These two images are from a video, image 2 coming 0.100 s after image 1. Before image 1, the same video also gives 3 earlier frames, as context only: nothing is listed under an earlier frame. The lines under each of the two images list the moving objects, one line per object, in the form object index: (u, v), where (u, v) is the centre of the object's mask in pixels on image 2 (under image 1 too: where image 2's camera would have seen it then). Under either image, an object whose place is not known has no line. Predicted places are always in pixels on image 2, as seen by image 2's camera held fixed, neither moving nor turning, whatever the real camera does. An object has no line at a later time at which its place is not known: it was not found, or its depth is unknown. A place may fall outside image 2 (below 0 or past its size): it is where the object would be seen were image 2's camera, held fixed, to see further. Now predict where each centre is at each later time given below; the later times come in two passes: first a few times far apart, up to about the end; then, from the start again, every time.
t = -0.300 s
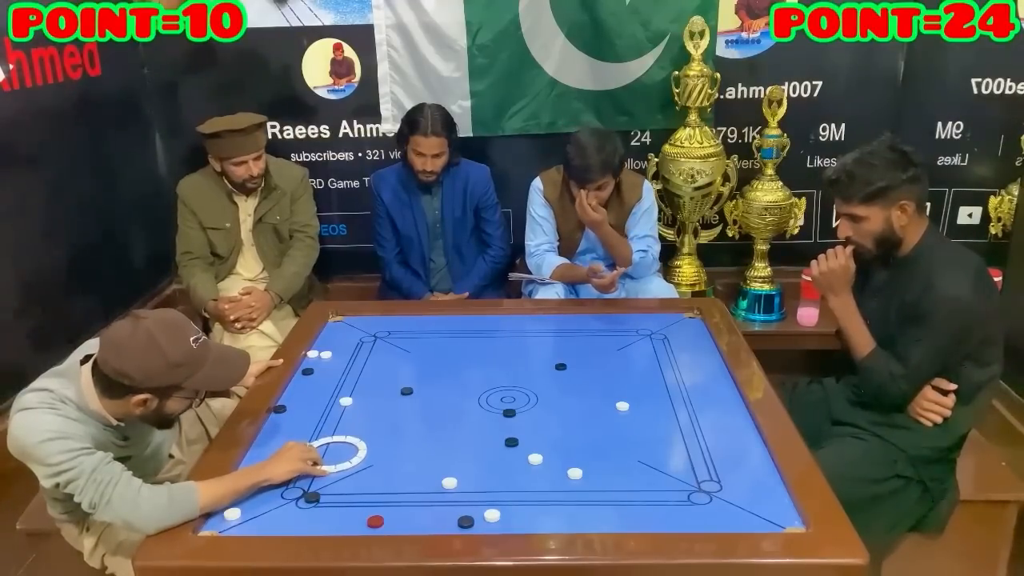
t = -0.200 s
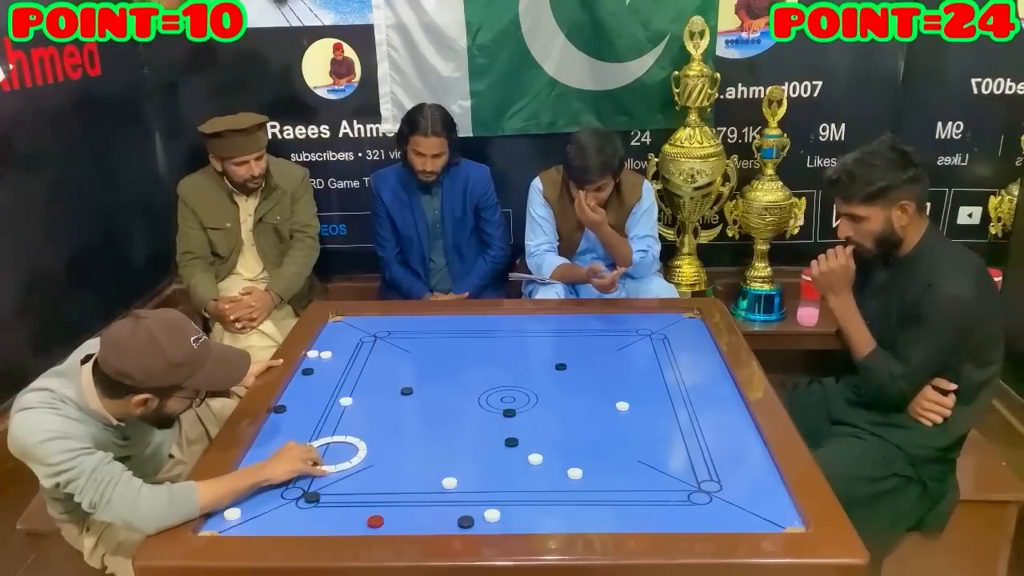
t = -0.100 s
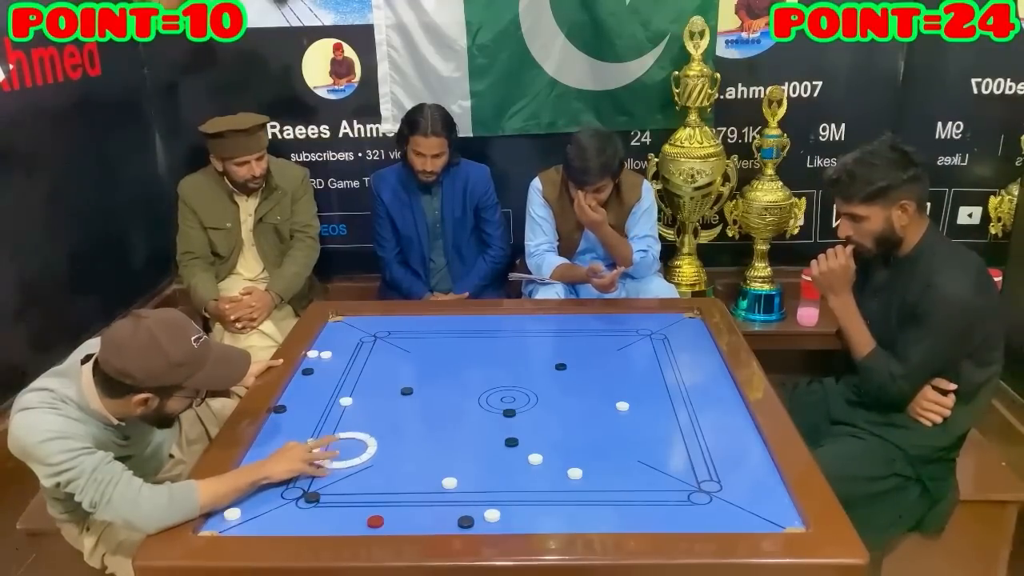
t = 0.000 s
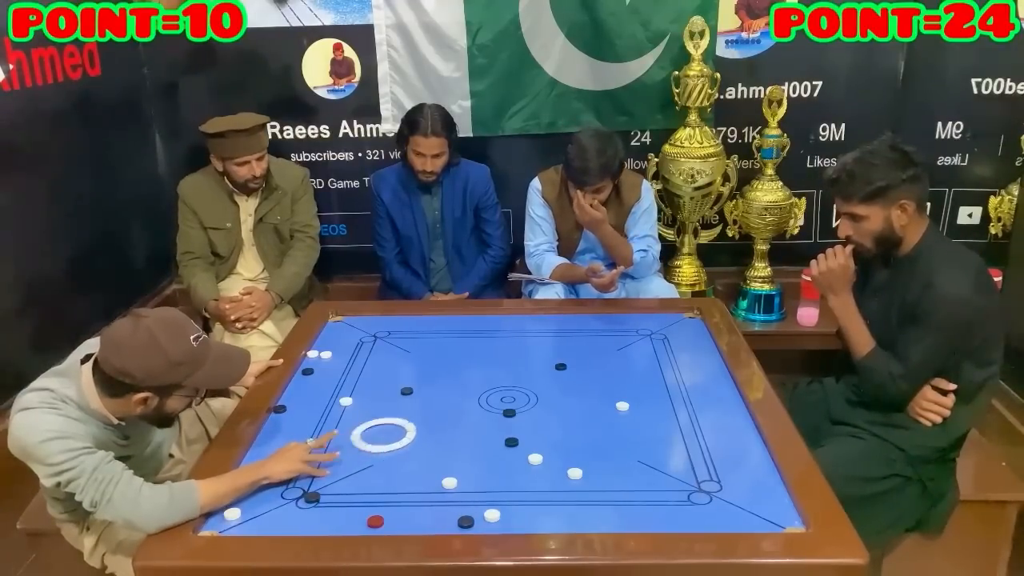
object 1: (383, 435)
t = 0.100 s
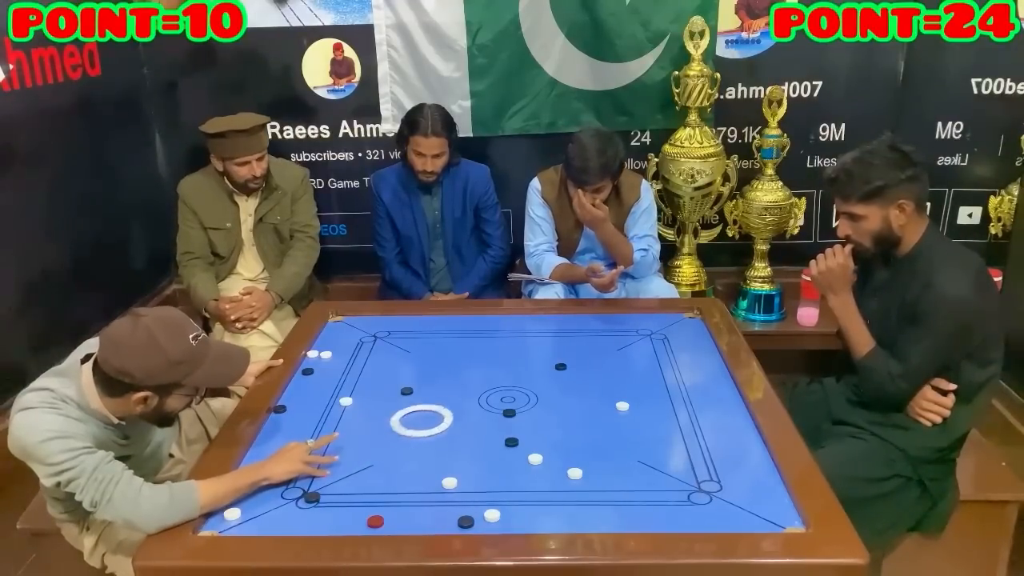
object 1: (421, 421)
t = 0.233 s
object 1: (468, 403)
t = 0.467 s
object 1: (540, 377)
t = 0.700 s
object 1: (592, 358)
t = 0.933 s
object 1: (638, 342)
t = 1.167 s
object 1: (679, 327)
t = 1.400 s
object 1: (647, 321)
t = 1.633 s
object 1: (623, 326)
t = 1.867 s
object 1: (600, 331)
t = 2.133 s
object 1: (575, 337)
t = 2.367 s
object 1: (553, 341)
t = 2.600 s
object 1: (532, 346)
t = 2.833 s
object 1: (513, 350)
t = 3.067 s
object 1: (494, 354)
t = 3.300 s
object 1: (478, 358)
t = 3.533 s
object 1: (462, 362)
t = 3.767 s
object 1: (448, 366)
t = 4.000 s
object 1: (436, 369)
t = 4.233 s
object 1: (425, 371)
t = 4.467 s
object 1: (415, 374)
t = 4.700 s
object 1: (406, 376)
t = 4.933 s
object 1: (399, 378)
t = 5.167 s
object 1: (394, 380)
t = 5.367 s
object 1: (391, 381)
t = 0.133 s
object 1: (433, 416)
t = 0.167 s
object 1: (445, 412)
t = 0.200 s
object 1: (457, 407)
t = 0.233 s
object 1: (468, 403)
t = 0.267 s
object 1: (479, 399)
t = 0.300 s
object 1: (490, 395)
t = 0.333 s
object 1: (500, 391)
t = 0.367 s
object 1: (511, 387)
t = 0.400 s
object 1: (521, 384)
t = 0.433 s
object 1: (530, 380)
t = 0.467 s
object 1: (540, 377)
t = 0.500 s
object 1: (548, 374)
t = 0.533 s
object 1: (555, 371)
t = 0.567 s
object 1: (563, 369)
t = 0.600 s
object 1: (570, 366)
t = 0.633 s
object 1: (578, 363)
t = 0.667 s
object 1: (585, 361)
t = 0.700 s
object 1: (592, 358)
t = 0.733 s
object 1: (599, 356)
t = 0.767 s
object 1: (606, 353)
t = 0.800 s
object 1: (613, 351)
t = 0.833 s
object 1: (619, 349)
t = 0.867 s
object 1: (626, 346)
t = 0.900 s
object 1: (632, 344)
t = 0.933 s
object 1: (638, 342)
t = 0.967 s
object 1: (644, 340)
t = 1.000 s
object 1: (650, 338)
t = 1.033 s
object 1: (656, 336)
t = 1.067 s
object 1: (662, 333)
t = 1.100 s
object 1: (667, 331)
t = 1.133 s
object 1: (673, 329)
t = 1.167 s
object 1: (679, 327)
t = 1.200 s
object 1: (679, 326)
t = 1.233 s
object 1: (674, 325)
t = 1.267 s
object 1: (668, 324)
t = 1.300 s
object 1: (663, 323)
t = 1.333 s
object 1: (658, 323)
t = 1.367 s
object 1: (652, 322)
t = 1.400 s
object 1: (647, 321)
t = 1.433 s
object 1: (644, 322)
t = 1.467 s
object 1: (641, 322)
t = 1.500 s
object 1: (637, 323)
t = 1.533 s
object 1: (634, 324)
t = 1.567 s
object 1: (630, 324)
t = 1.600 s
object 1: (627, 325)
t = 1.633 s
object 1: (623, 326)
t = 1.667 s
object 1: (620, 327)
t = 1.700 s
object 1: (617, 327)
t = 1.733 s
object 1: (613, 328)
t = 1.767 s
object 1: (610, 329)
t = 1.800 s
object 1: (607, 329)
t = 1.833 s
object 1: (603, 330)
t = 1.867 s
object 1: (600, 331)
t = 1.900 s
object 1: (597, 332)
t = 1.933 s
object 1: (594, 332)
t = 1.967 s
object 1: (591, 333)
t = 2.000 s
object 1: (587, 334)
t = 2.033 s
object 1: (584, 335)
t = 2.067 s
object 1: (581, 335)
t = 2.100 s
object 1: (578, 336)
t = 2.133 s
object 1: (575, 337)
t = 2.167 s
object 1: (572, 337)
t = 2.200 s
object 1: (568, 338)
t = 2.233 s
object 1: (565, 339)
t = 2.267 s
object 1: (562, 339)
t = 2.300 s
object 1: (559, 340)
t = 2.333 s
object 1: (556, 341)
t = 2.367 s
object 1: (553, 341)
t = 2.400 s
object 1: (550, 342)
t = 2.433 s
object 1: (547, 343)
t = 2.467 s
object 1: (544, 343)
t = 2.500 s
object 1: (541, 344)
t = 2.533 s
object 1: (538, 344)
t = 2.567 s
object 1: (535, 345)
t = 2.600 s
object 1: (532, 346)
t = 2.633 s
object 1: (529, 347)
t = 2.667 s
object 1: (526, 347)
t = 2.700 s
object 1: (523, 348)
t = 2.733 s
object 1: (521, 348)
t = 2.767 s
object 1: (518, 349)
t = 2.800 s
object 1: (515, 350)
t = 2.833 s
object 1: (513, 350)
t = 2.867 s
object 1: (510, 351)
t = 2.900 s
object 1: (507, 351)
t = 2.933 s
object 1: (505, 352)
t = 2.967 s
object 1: (502, 353)
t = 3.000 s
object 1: (499, 353)
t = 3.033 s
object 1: (497, 354)
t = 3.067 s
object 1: (494, 354)
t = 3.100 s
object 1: (492, 355)
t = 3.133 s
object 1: (489, 356)
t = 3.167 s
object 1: (487, 356)
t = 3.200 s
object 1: (484, 357)
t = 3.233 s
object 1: (482, 357)
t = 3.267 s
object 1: (480, 358)
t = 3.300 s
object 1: (478, 358)
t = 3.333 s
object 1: (475, 359)
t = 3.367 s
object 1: (473, 360)
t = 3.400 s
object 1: (471, 360)
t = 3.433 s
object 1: (468, 361)
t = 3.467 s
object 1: (466, 361)
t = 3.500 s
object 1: (464, 362)
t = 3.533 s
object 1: (462, 362)
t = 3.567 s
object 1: (460, 363)
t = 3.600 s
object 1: (458, 363)
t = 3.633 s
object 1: (456, 364)
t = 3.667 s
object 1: (454, 364)
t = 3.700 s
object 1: (452, 365)
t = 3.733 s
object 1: (450, 365)
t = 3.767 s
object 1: (448, 366)
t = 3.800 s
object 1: (446, 366)
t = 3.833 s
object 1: (444, 367)
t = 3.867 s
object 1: (443, 367)
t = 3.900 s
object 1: (441, 368)
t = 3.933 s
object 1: (439, 368)
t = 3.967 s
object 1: (437, 368)
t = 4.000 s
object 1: (436, 369)
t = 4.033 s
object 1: (434, 369)
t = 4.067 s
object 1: (432, 369)
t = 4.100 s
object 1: (431, 370)
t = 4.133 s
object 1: (429, 370)
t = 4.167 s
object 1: (428, 371)
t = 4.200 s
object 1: (426, 371)
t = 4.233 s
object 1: (425, 371)
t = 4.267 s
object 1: (423, 372)
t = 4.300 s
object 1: (422, 372)
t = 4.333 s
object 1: (420, 372)
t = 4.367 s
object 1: (419, 373)
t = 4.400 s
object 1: (418, 373)
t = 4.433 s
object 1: (416, 374)
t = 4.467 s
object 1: (415, 374)
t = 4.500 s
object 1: (414, 375)
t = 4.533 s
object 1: (412, 375)
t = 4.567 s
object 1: (411, 375)
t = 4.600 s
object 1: (409, 375)
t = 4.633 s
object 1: (408, 376)
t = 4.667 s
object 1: (407, 376)
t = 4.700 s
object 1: (406, 376)
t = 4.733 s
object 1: (405, 377)
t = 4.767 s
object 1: (404, 377)
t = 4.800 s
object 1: (403, 377)
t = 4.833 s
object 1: (402, 377)
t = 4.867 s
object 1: (401, 378)
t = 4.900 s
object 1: (400, 378)
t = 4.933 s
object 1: (399, 378)
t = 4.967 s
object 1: (398, 378)
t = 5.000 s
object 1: (398, 379)
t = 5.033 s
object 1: (397, 379)
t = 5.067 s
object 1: (396, 379)
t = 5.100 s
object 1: (396, 379)
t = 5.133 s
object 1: (395, 380)
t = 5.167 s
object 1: (394, 380)
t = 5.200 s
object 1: (393, 380)
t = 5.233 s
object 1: (393, 380)
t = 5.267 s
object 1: (392, 380)
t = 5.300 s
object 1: (392, 380)
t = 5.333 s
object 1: (391, 380)
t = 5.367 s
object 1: (391, 381)
